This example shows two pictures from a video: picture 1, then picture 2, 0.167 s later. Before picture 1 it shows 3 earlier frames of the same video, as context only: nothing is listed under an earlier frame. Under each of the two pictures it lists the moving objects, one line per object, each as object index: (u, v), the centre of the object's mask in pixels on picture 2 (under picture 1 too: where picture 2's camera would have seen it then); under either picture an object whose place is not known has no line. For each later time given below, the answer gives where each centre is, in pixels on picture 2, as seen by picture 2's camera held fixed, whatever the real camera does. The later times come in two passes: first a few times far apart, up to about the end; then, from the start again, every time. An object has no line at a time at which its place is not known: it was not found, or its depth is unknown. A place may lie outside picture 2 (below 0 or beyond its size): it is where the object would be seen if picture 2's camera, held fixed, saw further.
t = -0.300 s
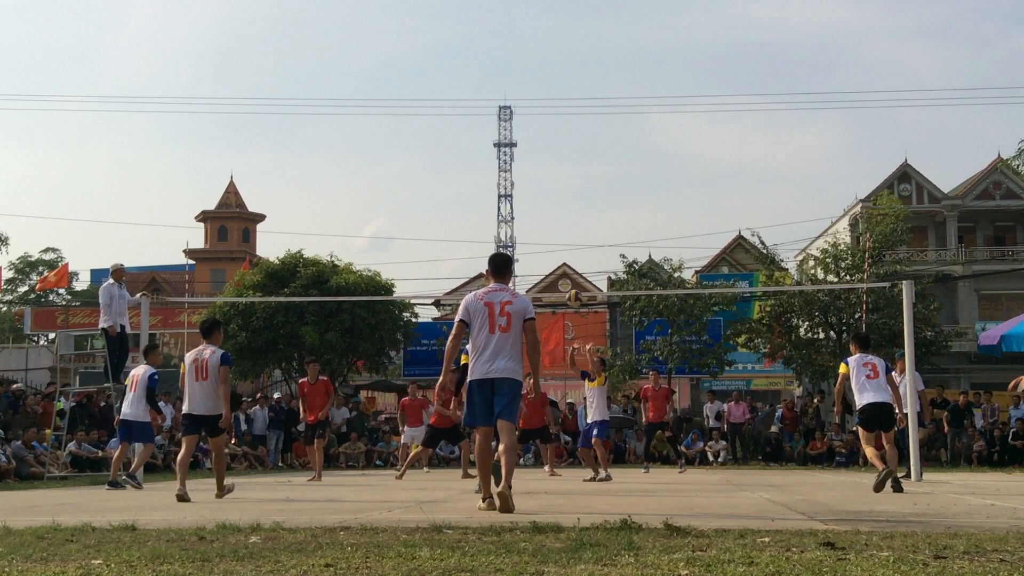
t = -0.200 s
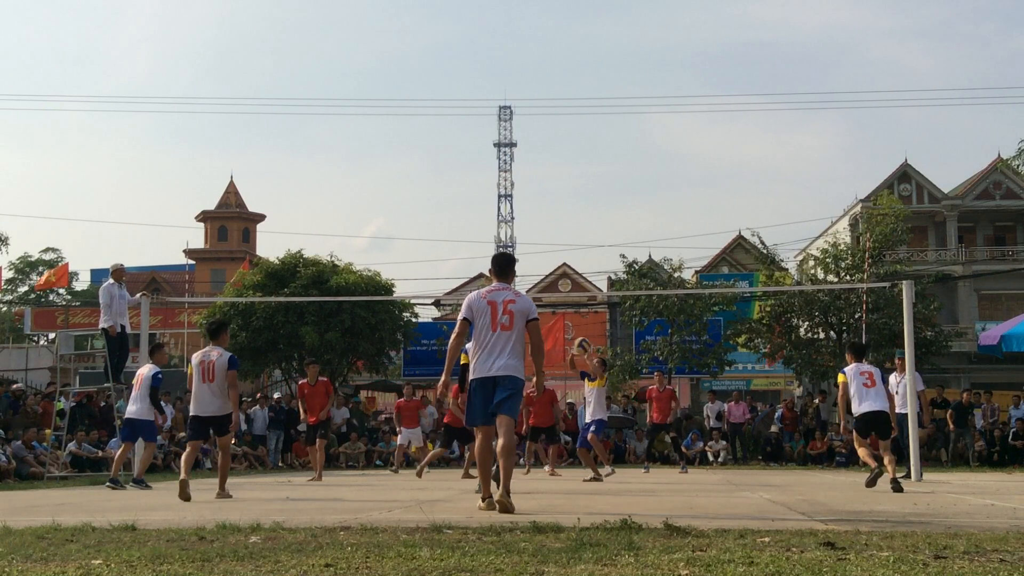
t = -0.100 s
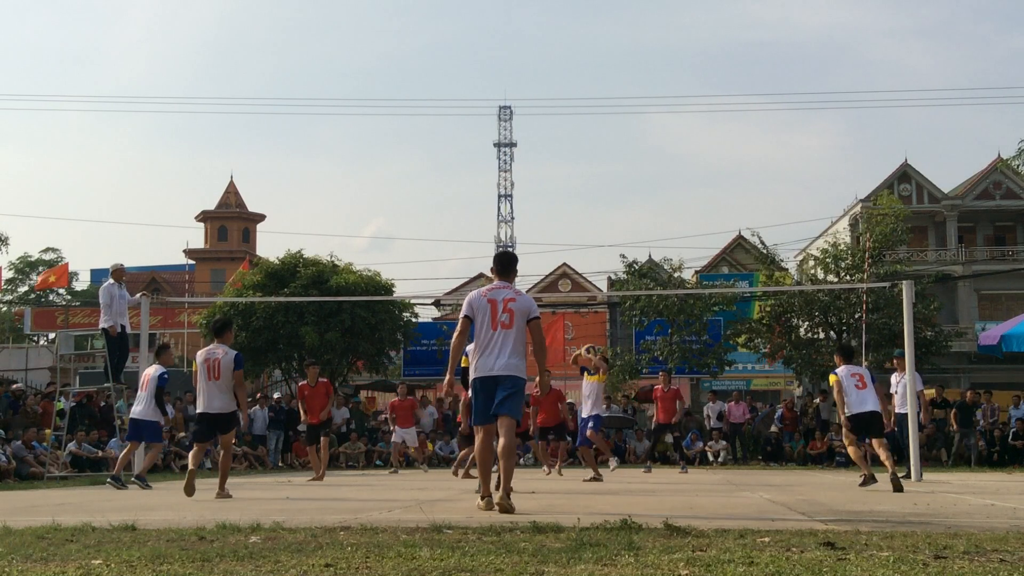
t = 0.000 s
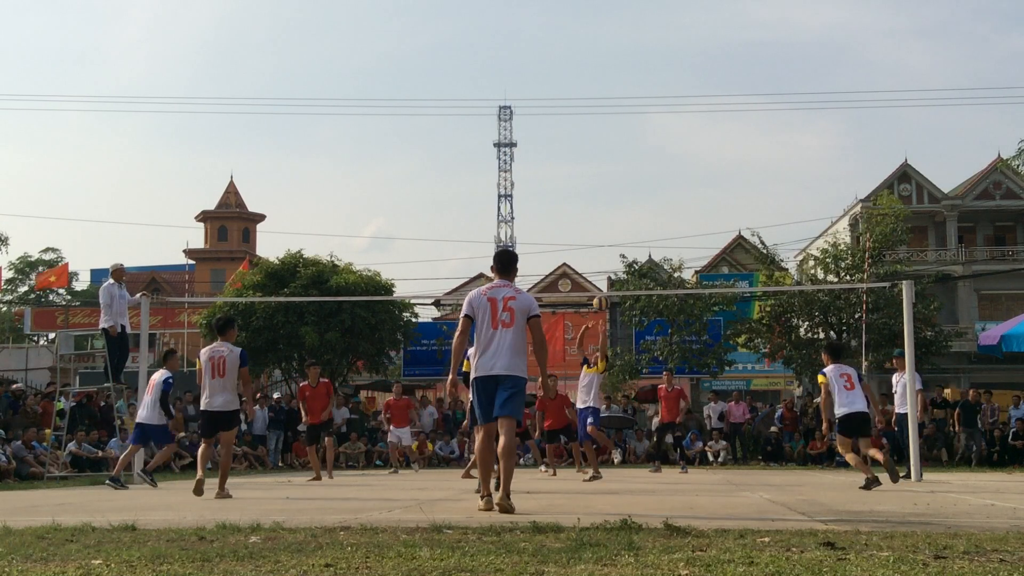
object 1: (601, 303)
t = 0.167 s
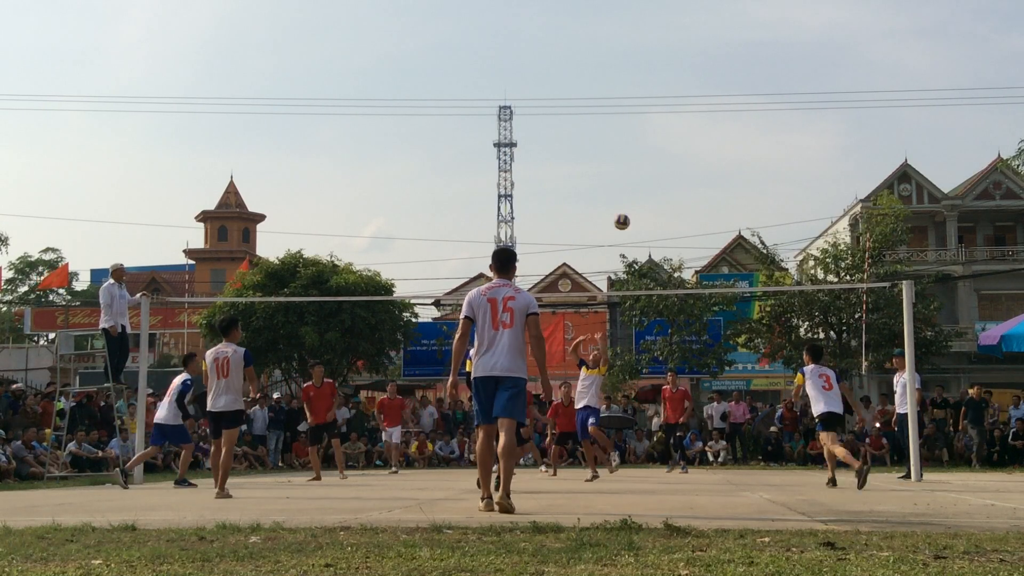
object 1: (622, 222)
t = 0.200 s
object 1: (626, 208)
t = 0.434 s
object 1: (654, 137)
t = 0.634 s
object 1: (678, 109)
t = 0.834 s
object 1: (702, 111)
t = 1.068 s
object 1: (731, 151)
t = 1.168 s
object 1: (743, 180)
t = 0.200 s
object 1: (626, 208)
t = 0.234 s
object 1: (630, 196)
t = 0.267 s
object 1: (634, 184)
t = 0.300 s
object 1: (638, 173)
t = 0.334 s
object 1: (642, 163)
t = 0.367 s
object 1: (646, 153)
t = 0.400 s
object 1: (650, 145)
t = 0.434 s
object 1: (654, 137)
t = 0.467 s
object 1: (658, 130)
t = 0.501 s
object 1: (662, 125)
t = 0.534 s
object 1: (666, 119)
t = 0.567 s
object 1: (670, 115)
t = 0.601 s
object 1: (674, 112)
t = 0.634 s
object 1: (678, 109)
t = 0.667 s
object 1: (682, 107)
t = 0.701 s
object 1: (686, 106)
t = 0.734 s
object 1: (690, 106)
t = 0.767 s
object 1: (694, 107)
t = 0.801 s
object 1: (698, 109)
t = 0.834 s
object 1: (702, 111)
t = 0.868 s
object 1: (707, 114)
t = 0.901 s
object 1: (710, 118)
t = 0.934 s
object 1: (714, 123)
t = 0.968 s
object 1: (719, 129)
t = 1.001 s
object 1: (722, 135)
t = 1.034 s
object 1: (727, 142)
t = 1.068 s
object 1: (731, 151)
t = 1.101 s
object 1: (735, 159)
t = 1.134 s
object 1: (739, 169)
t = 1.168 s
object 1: (743, 180)
